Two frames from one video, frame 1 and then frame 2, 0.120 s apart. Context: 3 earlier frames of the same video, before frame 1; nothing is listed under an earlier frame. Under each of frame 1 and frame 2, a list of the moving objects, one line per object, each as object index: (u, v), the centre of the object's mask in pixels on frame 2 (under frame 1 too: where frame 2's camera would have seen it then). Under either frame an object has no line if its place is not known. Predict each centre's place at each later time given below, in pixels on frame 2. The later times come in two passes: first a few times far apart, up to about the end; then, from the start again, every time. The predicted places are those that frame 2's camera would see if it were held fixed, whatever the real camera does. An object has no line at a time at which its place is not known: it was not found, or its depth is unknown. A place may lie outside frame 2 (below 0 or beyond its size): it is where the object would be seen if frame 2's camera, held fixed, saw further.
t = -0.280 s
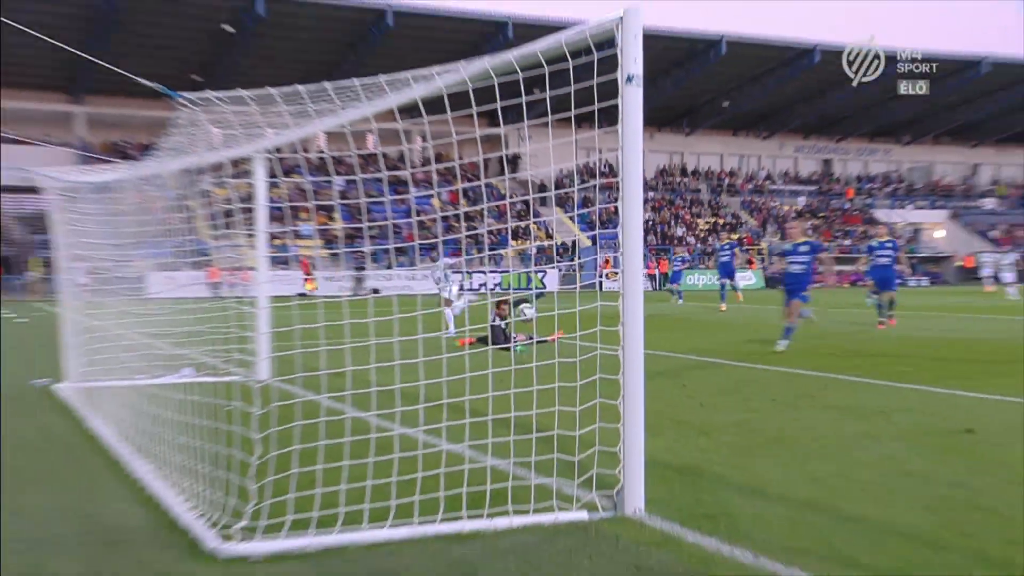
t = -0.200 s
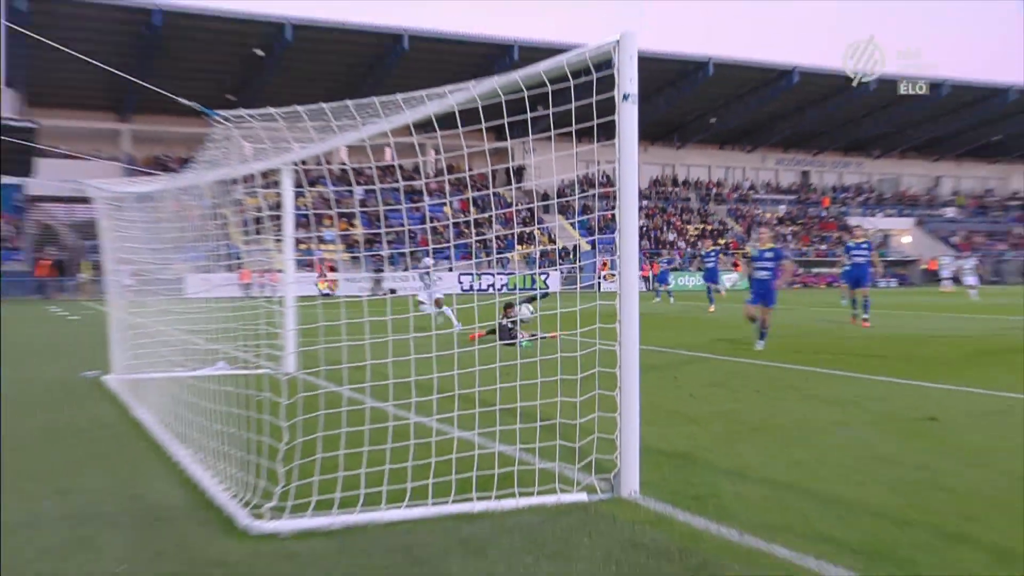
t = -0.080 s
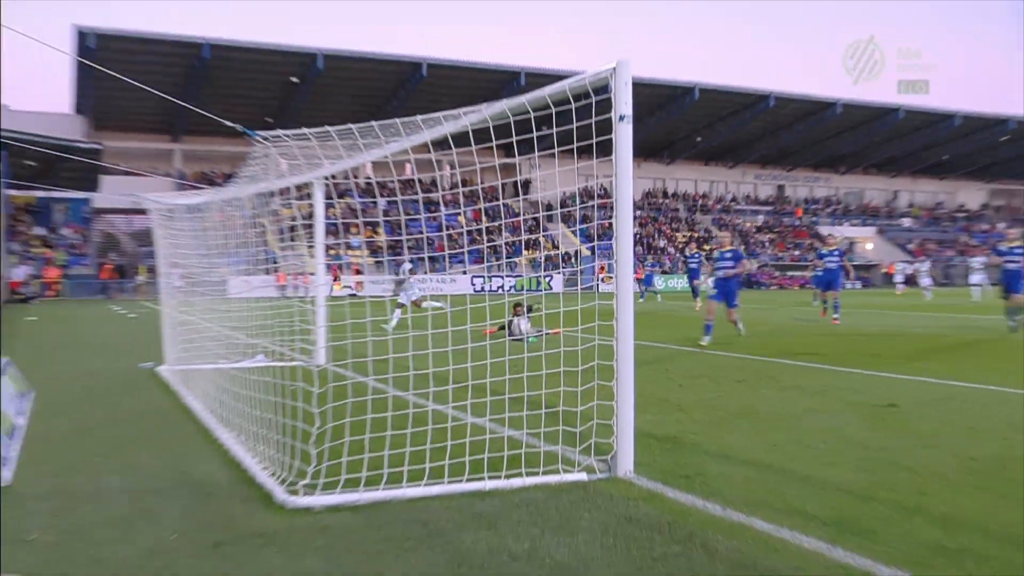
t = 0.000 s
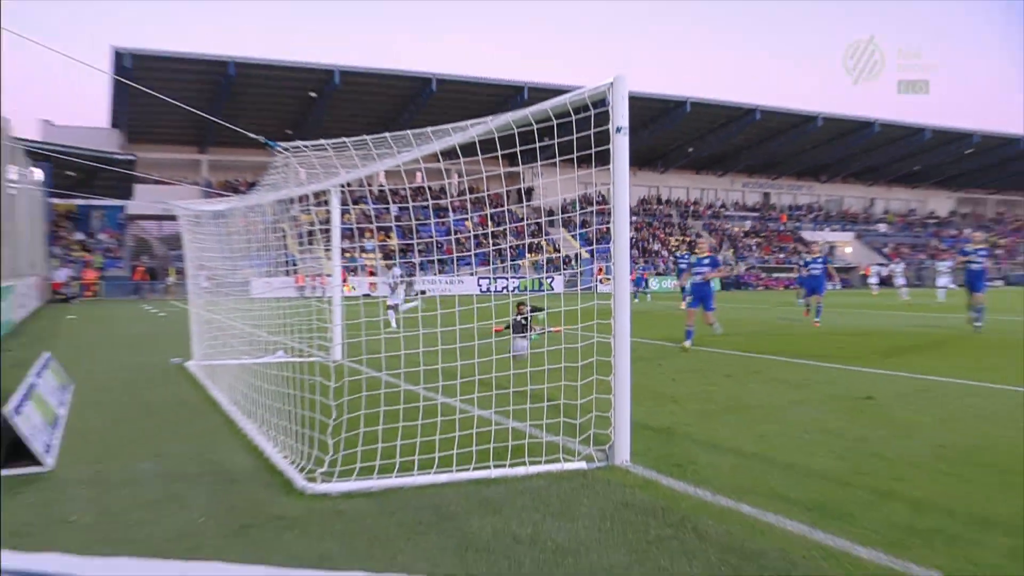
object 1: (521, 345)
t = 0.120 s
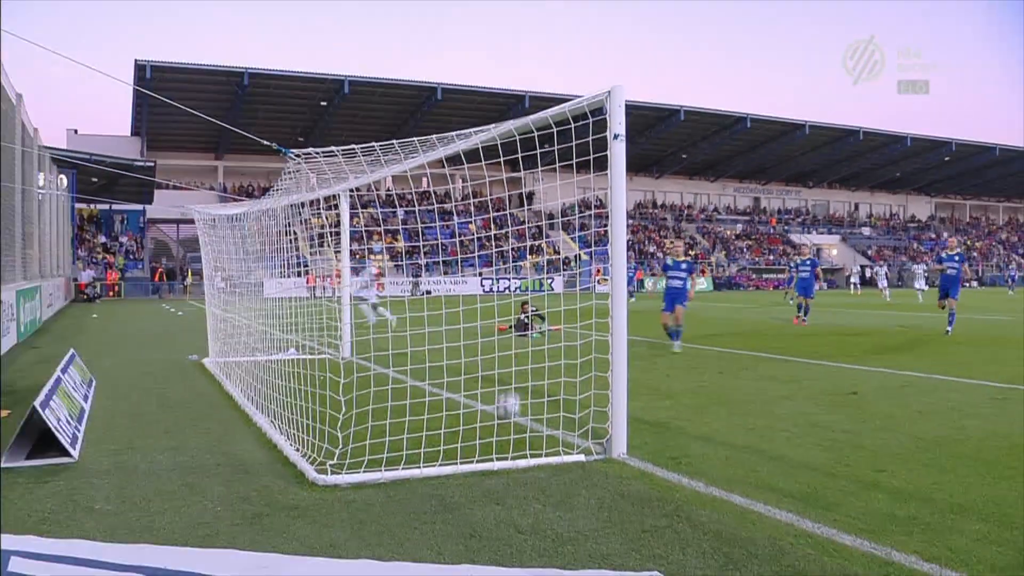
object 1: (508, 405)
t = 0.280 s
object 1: (486, 400)
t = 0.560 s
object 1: (448, 384)
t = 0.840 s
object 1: (392, 442)
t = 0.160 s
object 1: (504, 406)
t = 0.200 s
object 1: (500, 402)
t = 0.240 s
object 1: (494, 400)
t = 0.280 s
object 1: (486, 400)
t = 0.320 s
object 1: (478, 401)
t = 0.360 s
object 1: (477, 398)
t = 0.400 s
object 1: (474, 394)
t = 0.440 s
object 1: (470, 391)
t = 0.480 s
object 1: (462, 387)
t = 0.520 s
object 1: (453, 383)
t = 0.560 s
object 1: (448, 384)
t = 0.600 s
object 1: (438, 385)
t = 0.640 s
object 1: (430, 389)
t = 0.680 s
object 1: (423, 395)
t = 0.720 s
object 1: (414, 405)
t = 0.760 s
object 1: (406, 414)
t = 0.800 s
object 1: (400, 428)
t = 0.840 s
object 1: (392, 442)
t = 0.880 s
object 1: (385, 449)
